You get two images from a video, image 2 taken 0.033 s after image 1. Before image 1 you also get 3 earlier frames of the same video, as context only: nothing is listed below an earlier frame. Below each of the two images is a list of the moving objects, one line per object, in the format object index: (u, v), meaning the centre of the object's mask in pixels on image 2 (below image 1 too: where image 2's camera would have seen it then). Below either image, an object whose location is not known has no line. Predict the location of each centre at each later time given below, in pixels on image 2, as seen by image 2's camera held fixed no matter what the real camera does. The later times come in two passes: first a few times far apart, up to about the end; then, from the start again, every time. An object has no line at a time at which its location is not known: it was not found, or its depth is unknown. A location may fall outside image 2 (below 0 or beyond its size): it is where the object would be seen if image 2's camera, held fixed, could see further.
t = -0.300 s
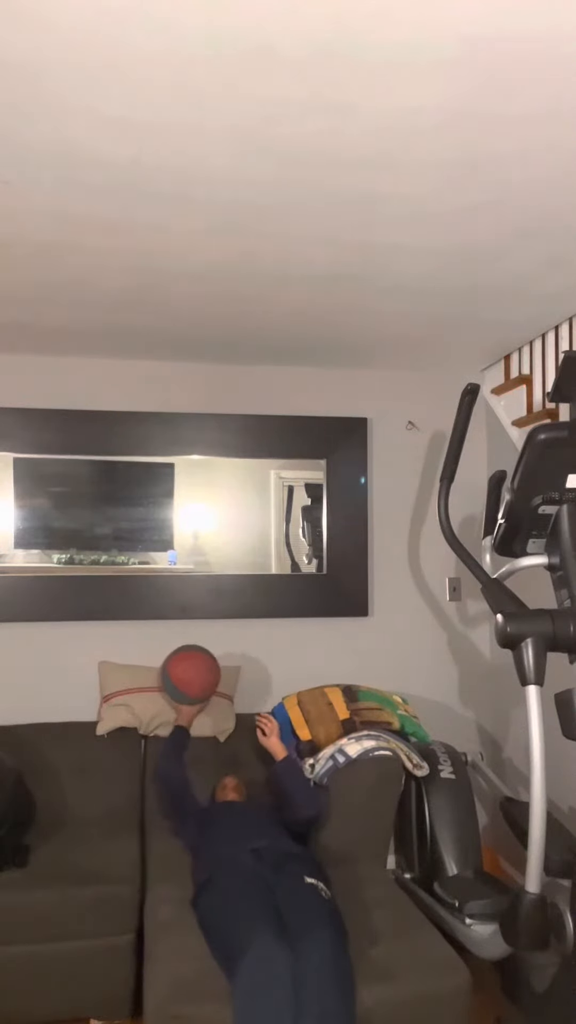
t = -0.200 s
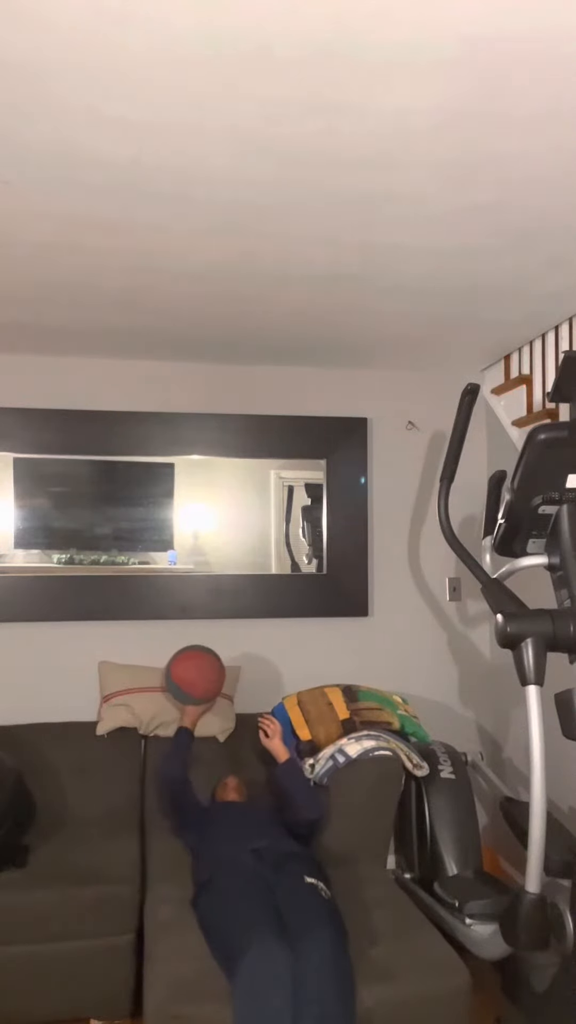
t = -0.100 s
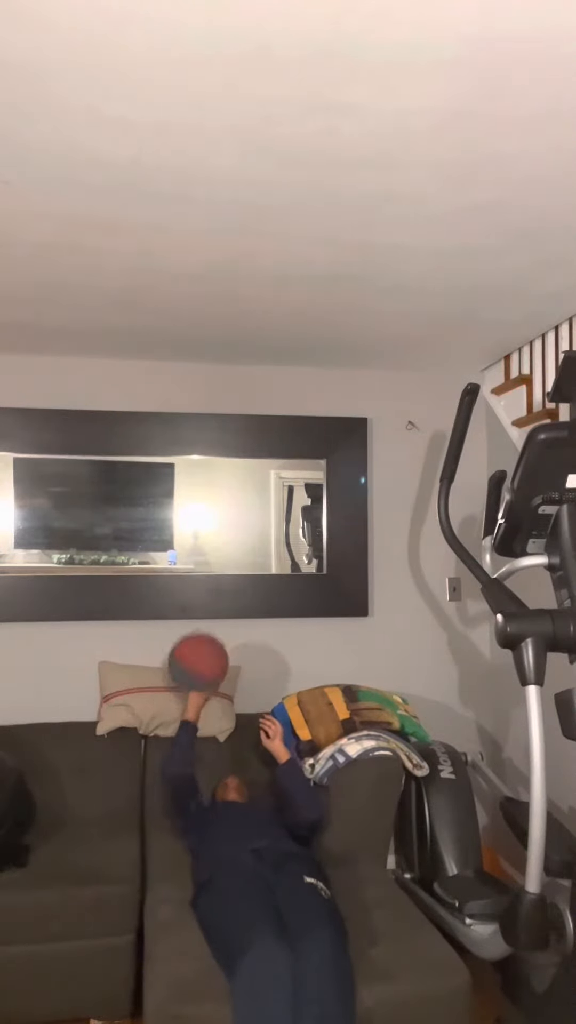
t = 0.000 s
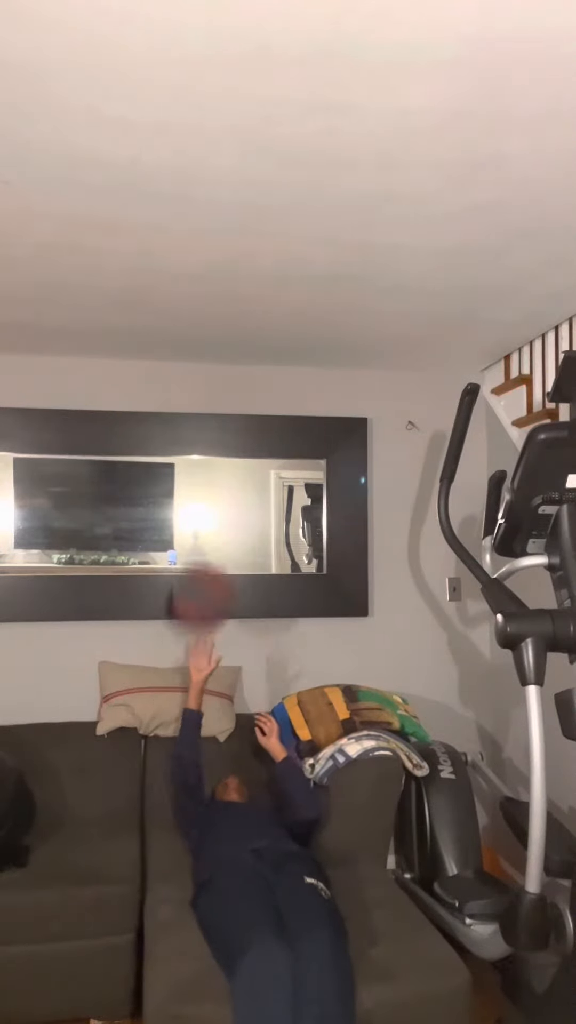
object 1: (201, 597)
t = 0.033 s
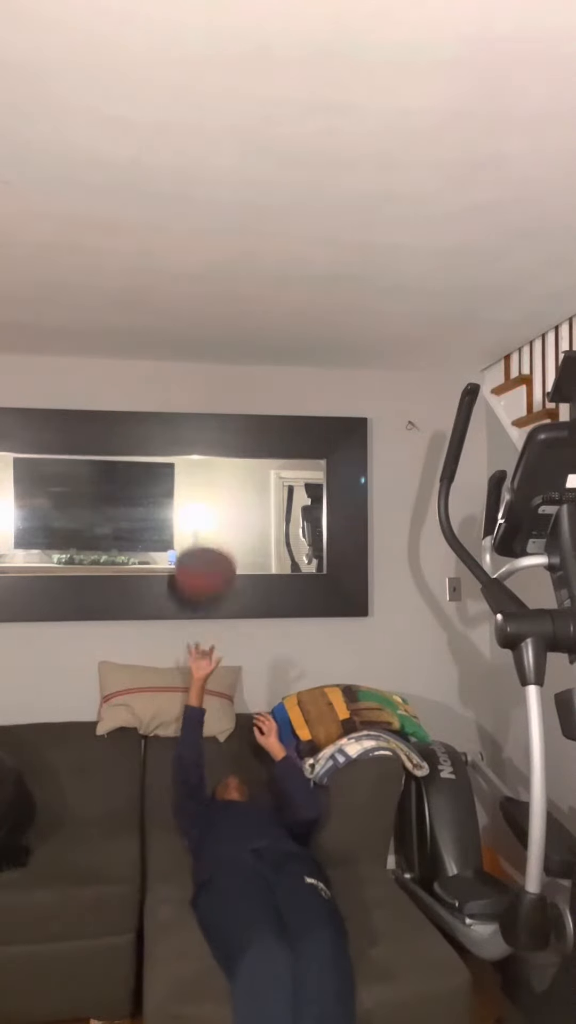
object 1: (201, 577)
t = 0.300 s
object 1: (219, 470)
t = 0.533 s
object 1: (236, 518)
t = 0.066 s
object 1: (206, 556)
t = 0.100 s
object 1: (209, 530)
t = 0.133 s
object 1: (210, 513)
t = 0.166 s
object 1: (212, 499)
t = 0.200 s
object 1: (213, 488)
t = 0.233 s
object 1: (215, 479)
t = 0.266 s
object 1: (217, 473)
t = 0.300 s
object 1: (219, 470)
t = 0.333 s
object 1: (221, 469)
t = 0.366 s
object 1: (223, 470)
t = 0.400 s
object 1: (225, 473)
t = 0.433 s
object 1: (228, 479)
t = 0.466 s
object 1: (230, 489)
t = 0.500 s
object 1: (233, 502)
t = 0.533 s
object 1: (236, 518)
